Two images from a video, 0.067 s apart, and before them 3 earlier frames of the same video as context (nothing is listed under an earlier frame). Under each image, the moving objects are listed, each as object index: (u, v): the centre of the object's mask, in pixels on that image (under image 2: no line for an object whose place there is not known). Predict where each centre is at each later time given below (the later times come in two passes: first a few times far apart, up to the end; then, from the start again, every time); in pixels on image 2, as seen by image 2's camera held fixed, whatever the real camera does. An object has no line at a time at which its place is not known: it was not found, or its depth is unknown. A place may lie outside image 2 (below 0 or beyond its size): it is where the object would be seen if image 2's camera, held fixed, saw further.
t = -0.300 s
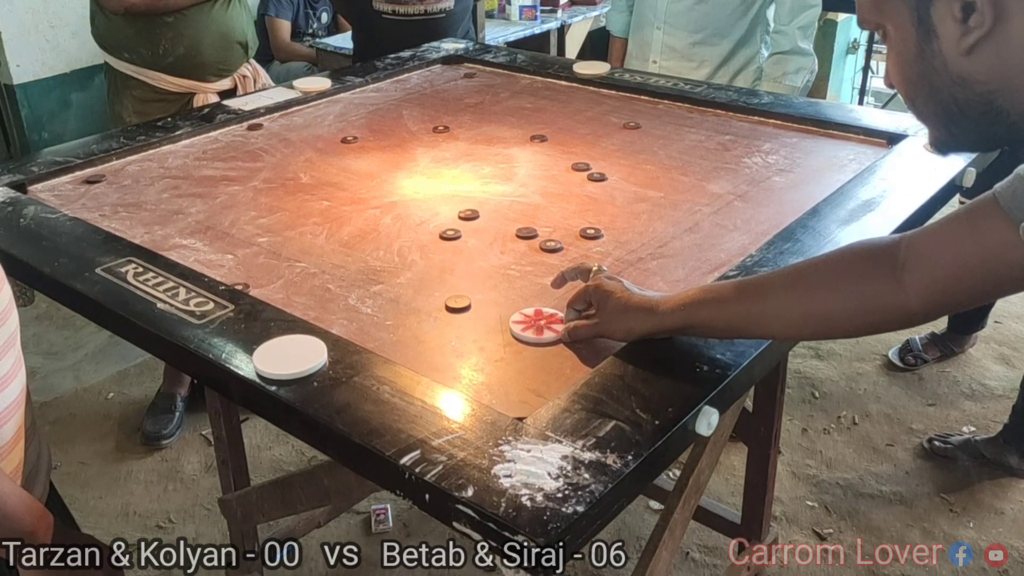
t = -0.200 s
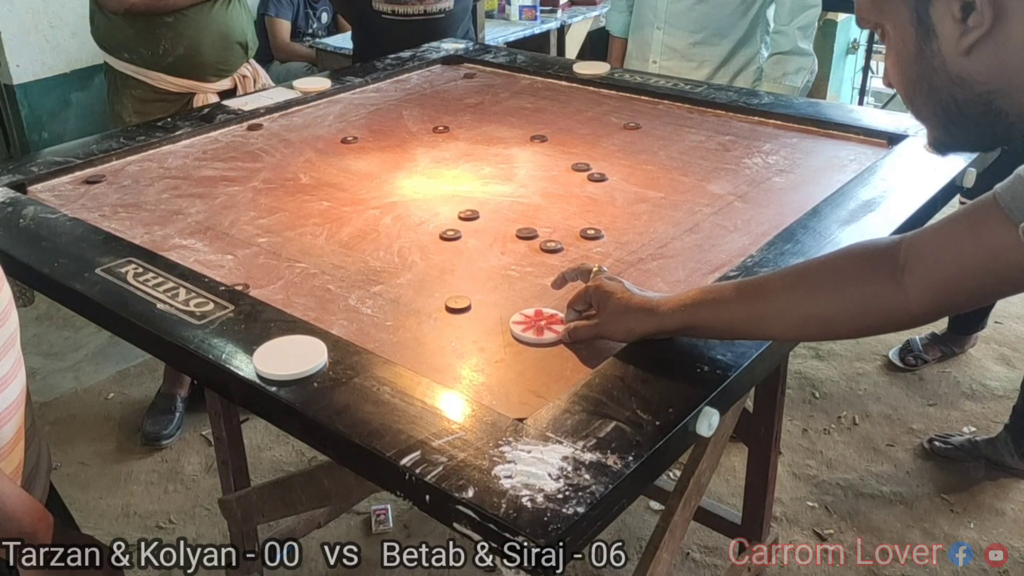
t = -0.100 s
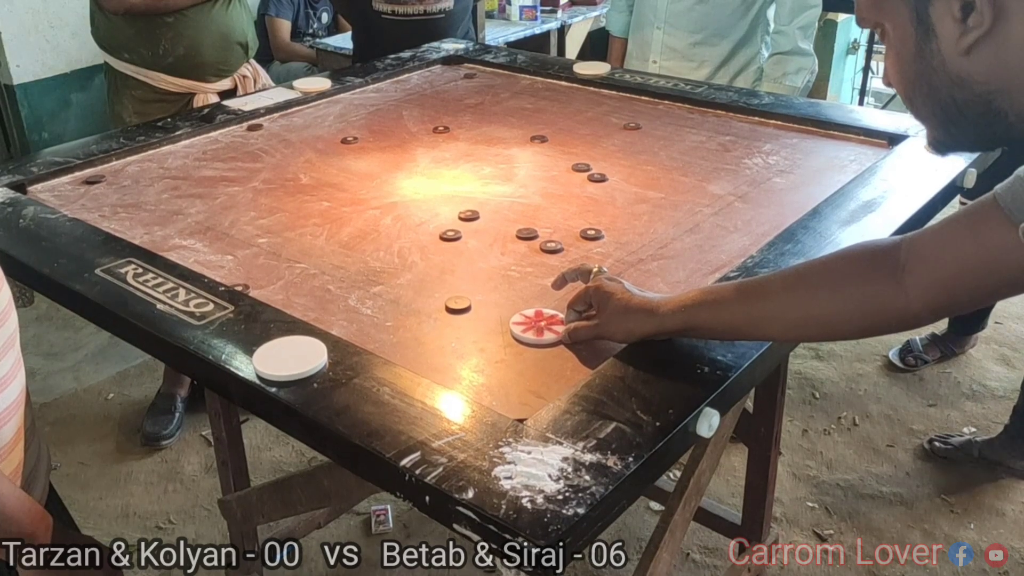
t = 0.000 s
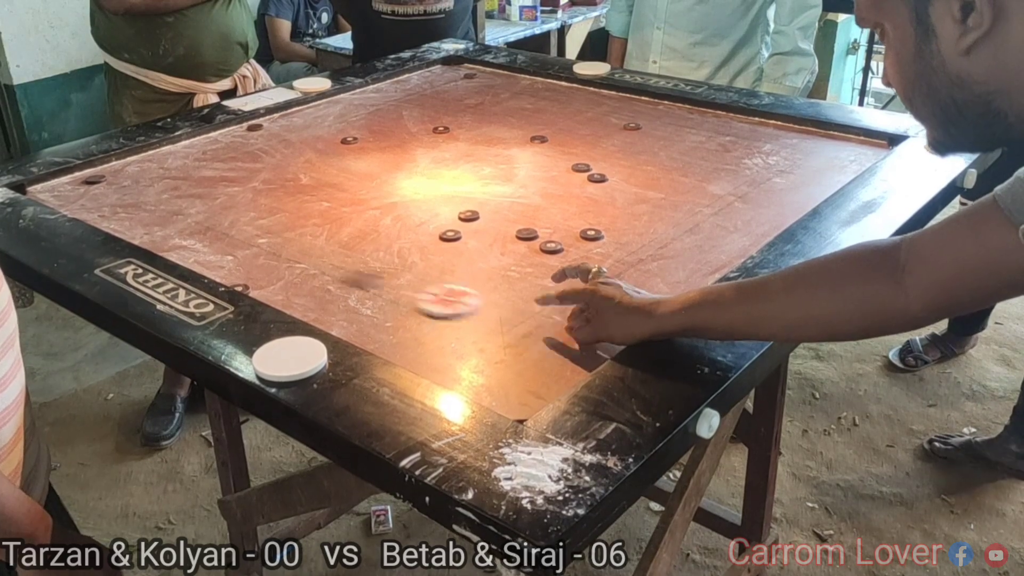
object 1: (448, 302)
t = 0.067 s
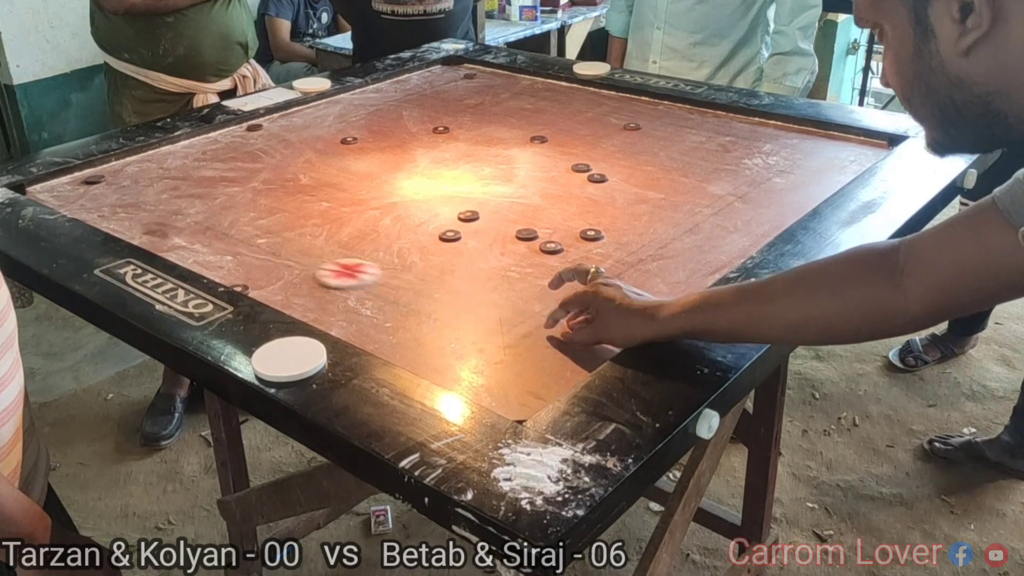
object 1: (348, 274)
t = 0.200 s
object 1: (180, 229)
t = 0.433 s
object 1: (90, 202)
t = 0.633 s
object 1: (209, 221)
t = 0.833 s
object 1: (312, 240)
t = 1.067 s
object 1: (406, 260)
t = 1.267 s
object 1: (446, 271)
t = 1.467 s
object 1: (452, 272)
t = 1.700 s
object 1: (452, 272)
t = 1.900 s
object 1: (452, 272)
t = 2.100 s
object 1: (451, 272)
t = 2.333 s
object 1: (452, 272)
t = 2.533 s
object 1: (452, 272)
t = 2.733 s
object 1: (452, 272)
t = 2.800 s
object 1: (452, 272)
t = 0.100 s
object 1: (303, 261)
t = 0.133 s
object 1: (260, 250)
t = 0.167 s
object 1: (220, 240)
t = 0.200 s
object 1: (180, 229)
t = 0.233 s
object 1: (145, 220)
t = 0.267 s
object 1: (110, 212)
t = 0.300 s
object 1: (81, 202)
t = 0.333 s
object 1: (51, 195)
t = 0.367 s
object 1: (51, 194)
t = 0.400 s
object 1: (68, 198)
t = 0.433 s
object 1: (90, 202)
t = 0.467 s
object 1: (111, 205)
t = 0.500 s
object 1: (133, 208)
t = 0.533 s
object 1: (153, 212)
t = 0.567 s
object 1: (171, 215)
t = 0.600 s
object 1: (190, 218)
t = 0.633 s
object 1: (209, 221)
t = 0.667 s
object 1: (227, 225)
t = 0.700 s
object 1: (245, 228)
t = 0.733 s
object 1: (262, 231)
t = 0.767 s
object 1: (279, 234)
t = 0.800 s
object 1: (296, 237)
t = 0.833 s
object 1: (312, 240)
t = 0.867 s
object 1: (328, 243)
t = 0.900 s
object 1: (343, 247)
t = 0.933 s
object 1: (358, 250)
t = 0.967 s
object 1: (371, 253)
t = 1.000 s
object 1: (384, 255)
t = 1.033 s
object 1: (395, 258)
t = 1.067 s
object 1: (406, 260)
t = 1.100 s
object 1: (415, 262)
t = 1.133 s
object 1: (424, 265)
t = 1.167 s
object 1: (432, 267)
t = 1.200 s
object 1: (438, 268)
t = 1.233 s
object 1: (443, 269)
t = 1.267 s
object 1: (446, 271)
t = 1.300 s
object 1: (449, 271)
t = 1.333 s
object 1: (450, 272)
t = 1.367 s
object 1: (451, 272)
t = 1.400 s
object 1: (452, 272)
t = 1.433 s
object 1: (452, 272)
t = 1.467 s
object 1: (452, 272)
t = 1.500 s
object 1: (452, 272)
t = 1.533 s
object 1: (452, 272)
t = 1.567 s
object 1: (452, 272)
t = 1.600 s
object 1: (452, 272)
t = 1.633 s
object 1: (452, 272)
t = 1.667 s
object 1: (452, 272)
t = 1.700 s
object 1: (452, 272)
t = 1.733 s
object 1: (452, 272)
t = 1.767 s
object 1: (452, 272)
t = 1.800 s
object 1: (452, 272)
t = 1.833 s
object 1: (452, 272)
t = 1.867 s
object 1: (452, 272)
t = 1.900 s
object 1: (452, 272)
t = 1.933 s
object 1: (452, 272)
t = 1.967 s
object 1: (452, 272)
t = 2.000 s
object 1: (451, 272)
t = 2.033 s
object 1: (451, 272)
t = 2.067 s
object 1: (451, 272)
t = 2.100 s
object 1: (451, 272)
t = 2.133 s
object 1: (452, 272)
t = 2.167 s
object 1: (452, 272)
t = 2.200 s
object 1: (452, 272)
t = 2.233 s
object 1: (451, 272)
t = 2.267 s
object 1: (452, 272)
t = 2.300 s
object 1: (452, 272)
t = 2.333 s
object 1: (452, 272)
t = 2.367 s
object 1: (451, 272)
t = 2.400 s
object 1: (451, 272)
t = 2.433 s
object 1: (451, 272)
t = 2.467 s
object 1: (451, 272)
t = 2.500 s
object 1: (452, 272)
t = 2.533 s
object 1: (452, 272)
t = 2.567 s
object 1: (452, 272)
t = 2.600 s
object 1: (452, 272)
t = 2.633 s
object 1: (452, 272)
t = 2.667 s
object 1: (452, 272)
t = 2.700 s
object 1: (452, 272)
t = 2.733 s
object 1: (452, 272)
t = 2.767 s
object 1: (452, 272)
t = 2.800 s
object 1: (452, 272)
